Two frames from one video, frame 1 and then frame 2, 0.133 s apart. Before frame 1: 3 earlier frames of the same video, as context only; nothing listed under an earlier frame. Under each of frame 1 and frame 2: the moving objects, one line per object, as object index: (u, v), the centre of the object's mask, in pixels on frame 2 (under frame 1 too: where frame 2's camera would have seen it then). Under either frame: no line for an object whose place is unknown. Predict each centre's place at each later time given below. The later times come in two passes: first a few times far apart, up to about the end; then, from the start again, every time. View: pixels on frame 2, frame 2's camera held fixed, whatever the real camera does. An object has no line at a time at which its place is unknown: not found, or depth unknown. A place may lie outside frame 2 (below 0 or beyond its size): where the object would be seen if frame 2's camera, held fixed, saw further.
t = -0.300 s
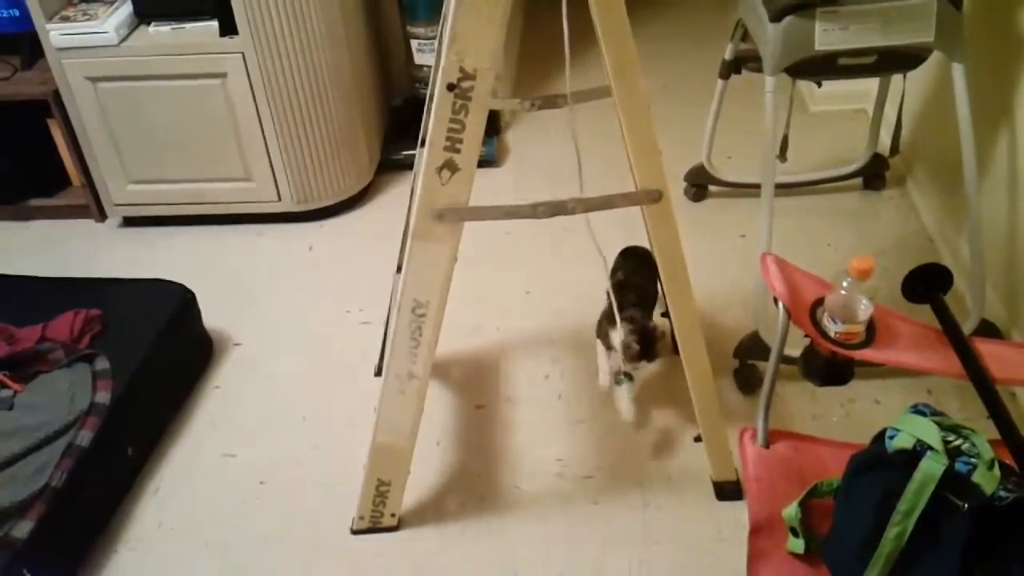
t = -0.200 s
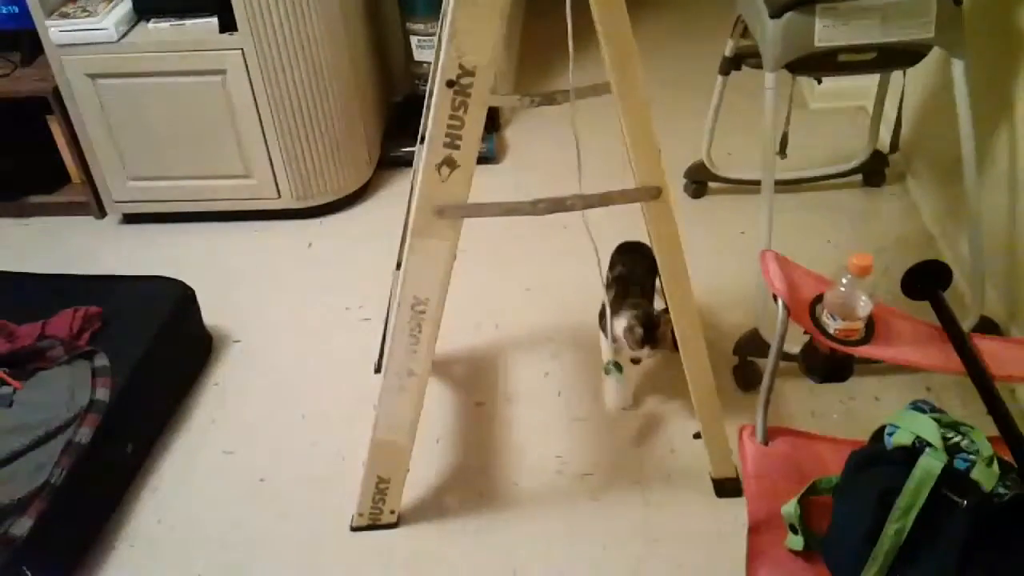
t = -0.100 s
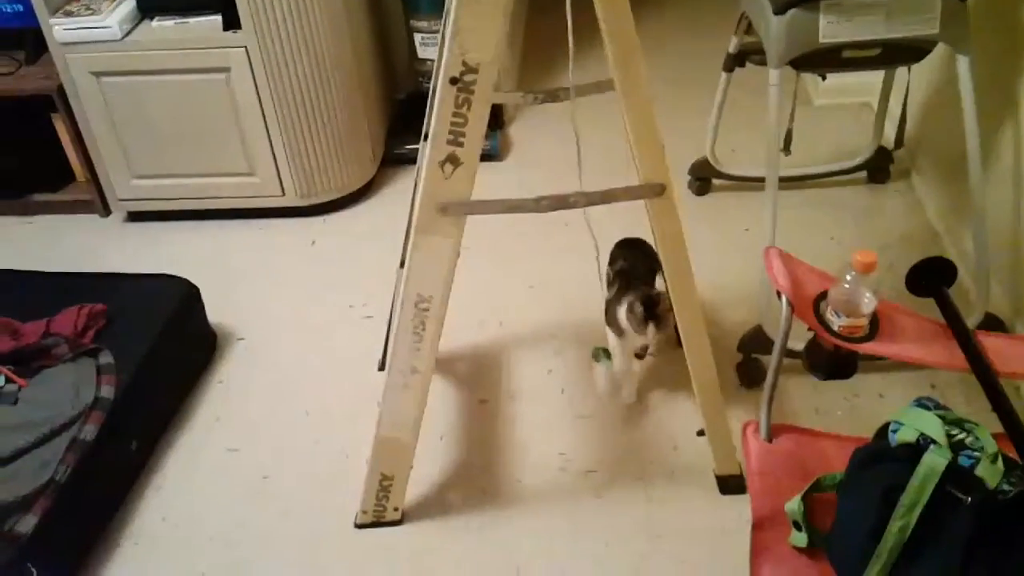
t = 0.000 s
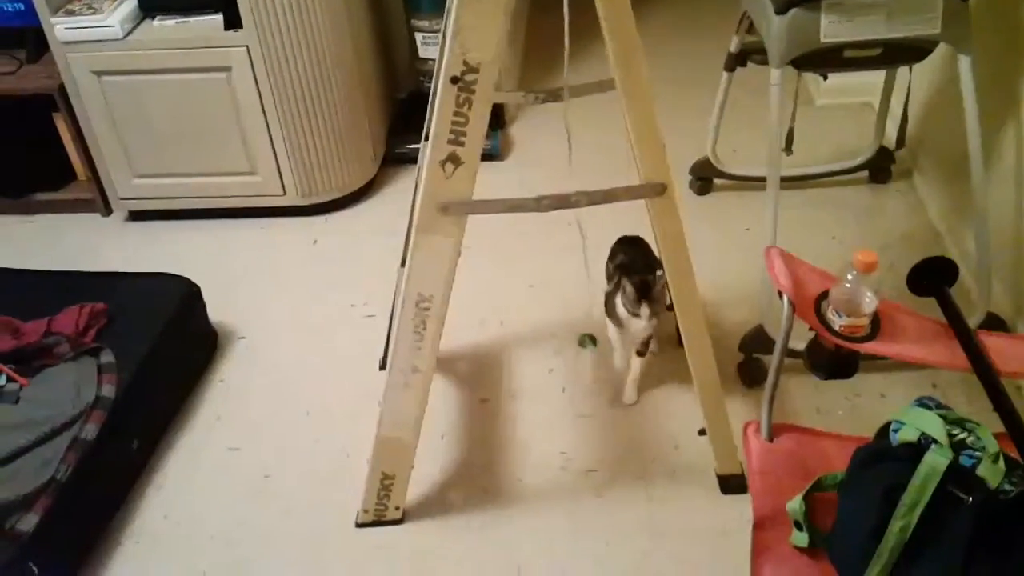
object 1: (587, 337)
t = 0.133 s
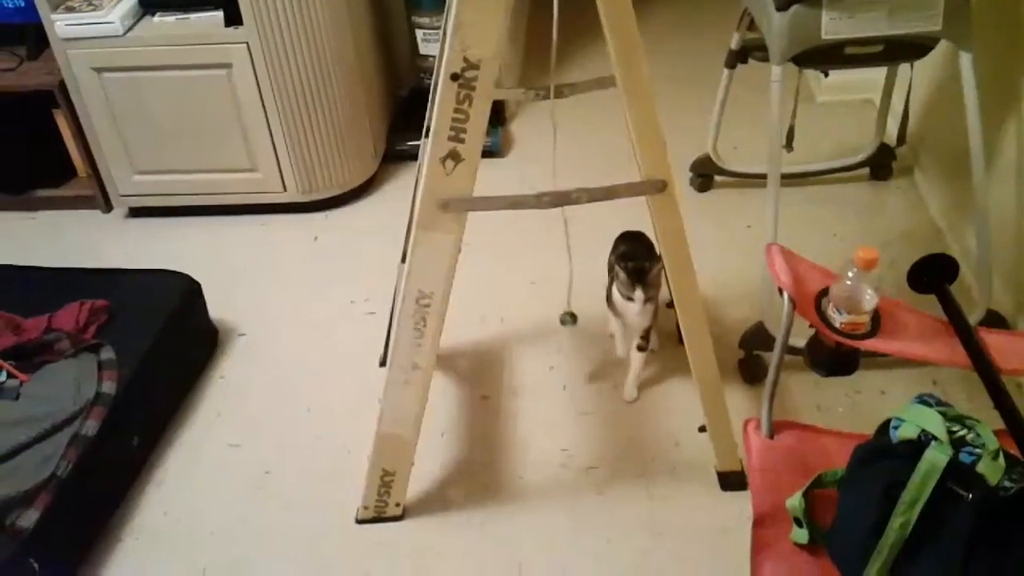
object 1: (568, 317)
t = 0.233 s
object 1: (555, 305)
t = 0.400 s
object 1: (540, 293)
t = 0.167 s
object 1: (564, 313)
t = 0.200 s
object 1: (560, 309)
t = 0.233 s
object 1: (555, 305)
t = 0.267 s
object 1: (551, 302)
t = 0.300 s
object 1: (547, 299)
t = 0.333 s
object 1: (544, 297)
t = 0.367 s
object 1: (542, 294)
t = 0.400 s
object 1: (540, 293)
